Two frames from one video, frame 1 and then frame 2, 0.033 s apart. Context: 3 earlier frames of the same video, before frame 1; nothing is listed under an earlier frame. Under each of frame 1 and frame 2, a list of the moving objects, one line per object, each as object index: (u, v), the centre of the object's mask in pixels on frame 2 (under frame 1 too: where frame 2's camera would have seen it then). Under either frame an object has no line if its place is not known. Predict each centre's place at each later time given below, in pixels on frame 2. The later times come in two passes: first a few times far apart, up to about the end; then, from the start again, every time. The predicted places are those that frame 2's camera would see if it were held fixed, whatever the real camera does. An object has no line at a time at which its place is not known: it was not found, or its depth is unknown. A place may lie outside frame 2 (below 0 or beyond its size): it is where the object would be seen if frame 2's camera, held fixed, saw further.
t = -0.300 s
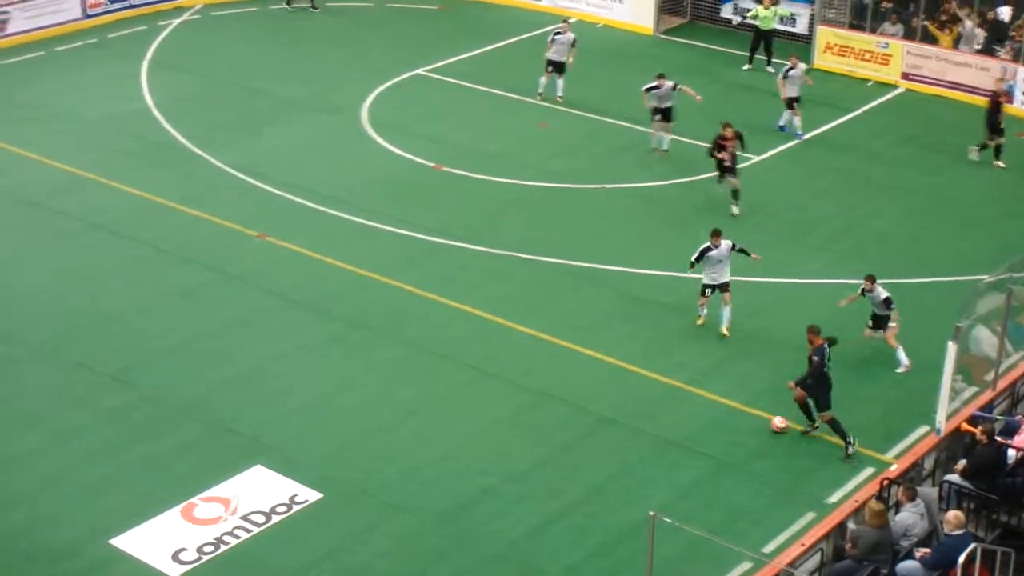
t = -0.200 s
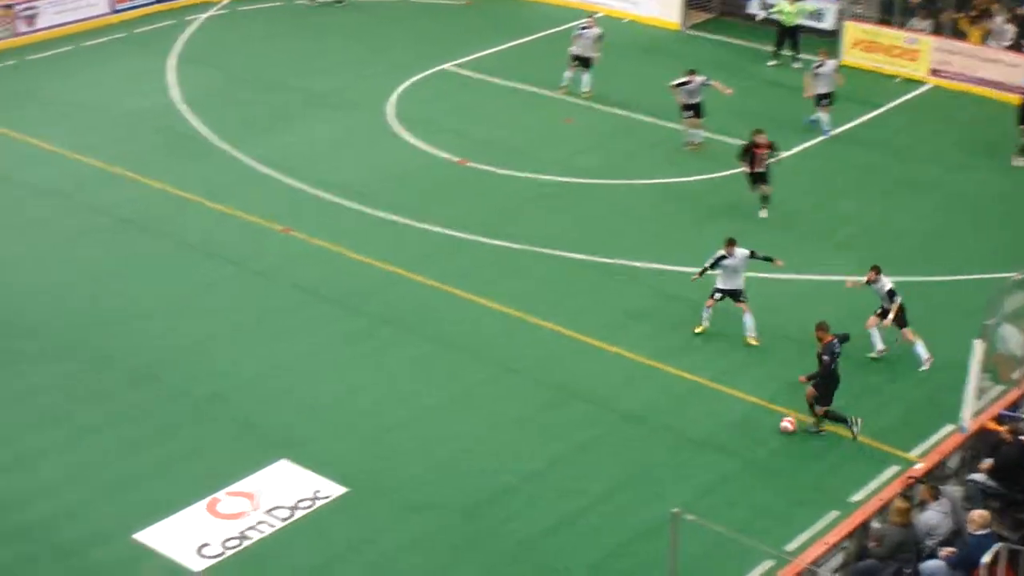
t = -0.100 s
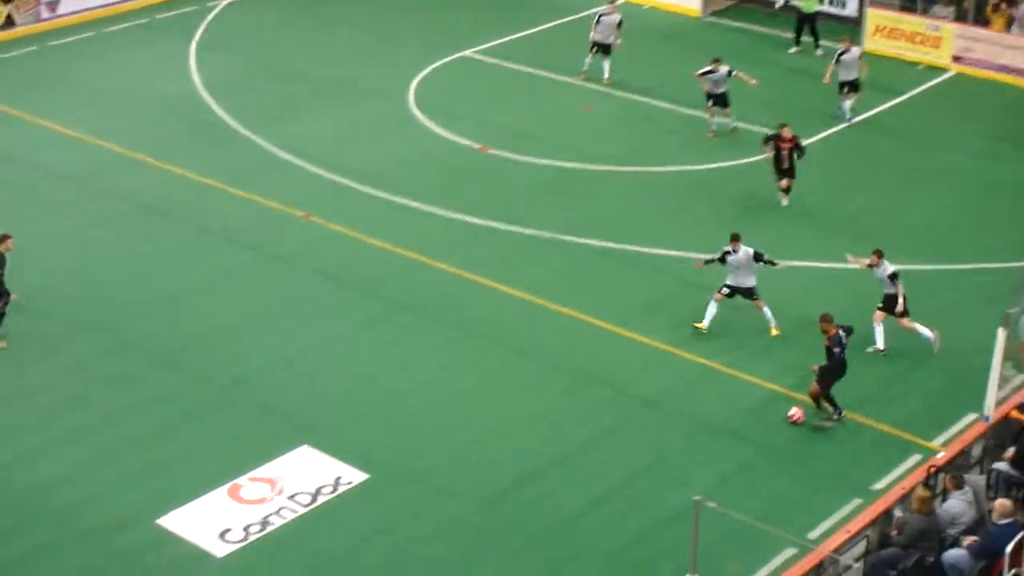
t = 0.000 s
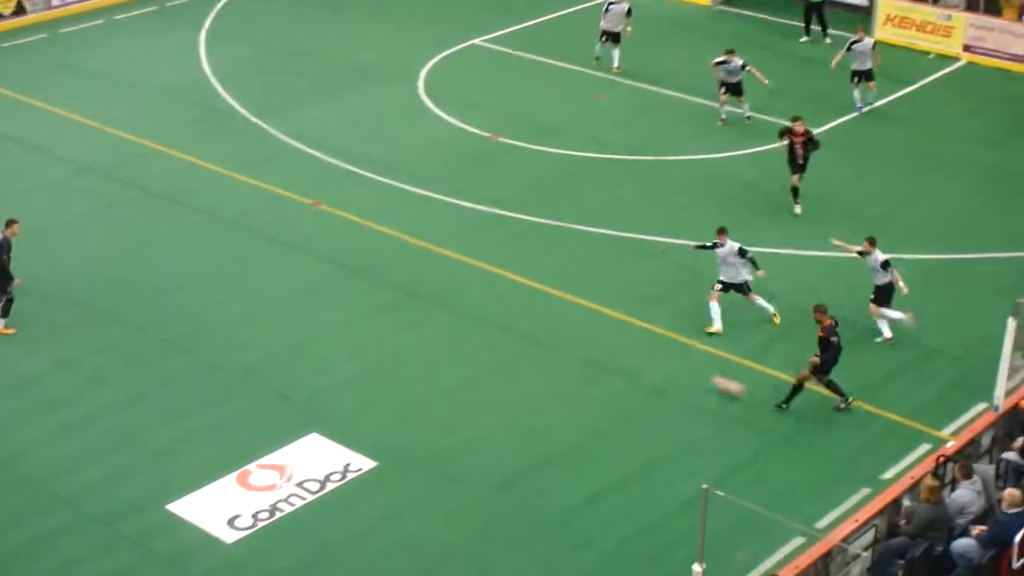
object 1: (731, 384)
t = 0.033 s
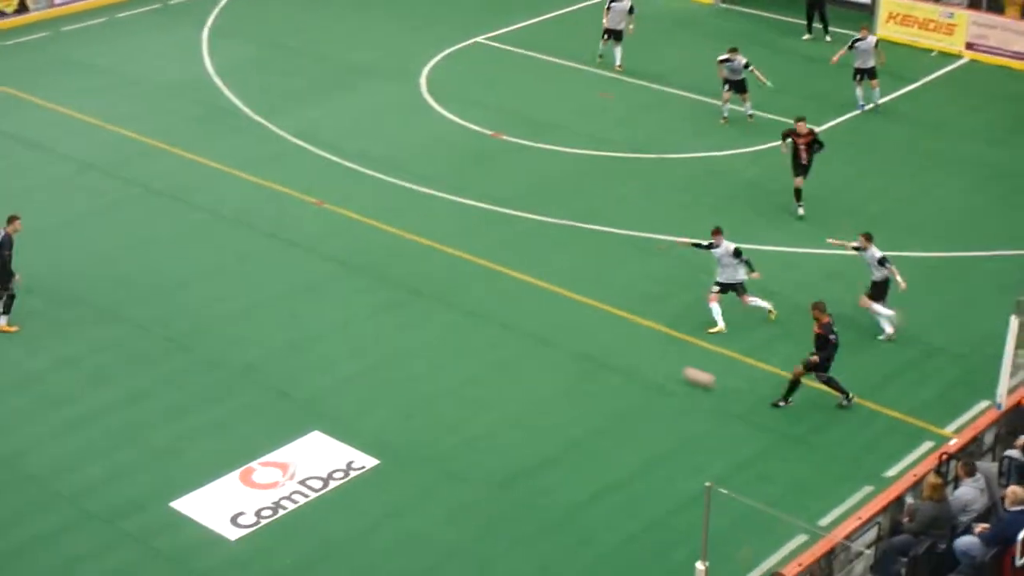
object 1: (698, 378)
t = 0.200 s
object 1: (556, 345)
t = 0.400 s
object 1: (416, 313)
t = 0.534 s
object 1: (341, 296)
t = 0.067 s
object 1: (668, 372)
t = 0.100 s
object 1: (637, 365)
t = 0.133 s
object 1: (610, 358)
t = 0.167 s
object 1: (582, 350)
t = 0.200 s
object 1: (556, 345)
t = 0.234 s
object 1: (529, 340)
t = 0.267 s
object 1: (504, 334)
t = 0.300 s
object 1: (482, 328)
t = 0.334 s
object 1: (458, 322)
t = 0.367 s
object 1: (437, 318)
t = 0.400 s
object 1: (416, 313)
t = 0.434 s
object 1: (397, 308)
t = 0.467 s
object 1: (377, 304)
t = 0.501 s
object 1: (358, 301)
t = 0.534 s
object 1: (341, 296)
